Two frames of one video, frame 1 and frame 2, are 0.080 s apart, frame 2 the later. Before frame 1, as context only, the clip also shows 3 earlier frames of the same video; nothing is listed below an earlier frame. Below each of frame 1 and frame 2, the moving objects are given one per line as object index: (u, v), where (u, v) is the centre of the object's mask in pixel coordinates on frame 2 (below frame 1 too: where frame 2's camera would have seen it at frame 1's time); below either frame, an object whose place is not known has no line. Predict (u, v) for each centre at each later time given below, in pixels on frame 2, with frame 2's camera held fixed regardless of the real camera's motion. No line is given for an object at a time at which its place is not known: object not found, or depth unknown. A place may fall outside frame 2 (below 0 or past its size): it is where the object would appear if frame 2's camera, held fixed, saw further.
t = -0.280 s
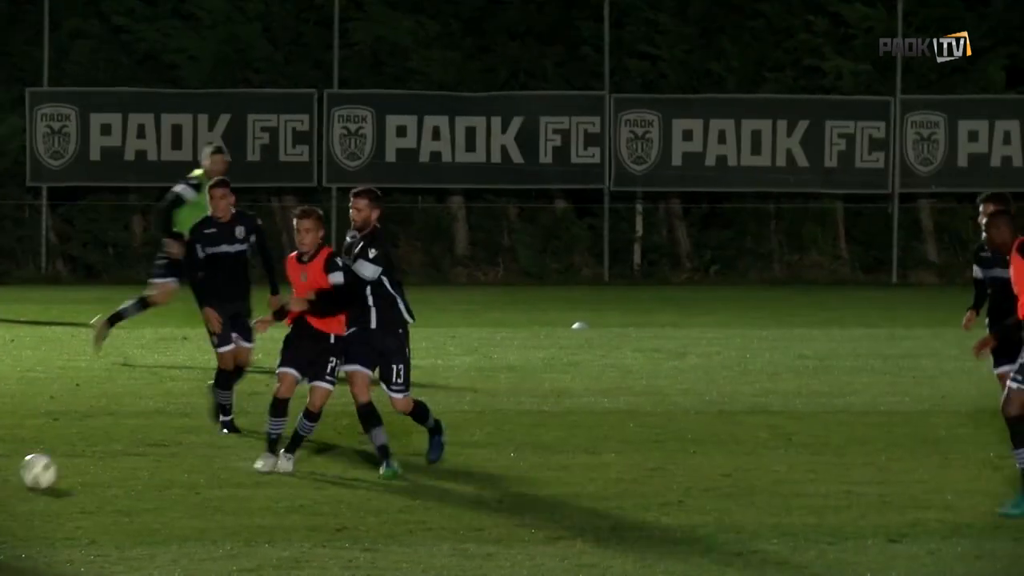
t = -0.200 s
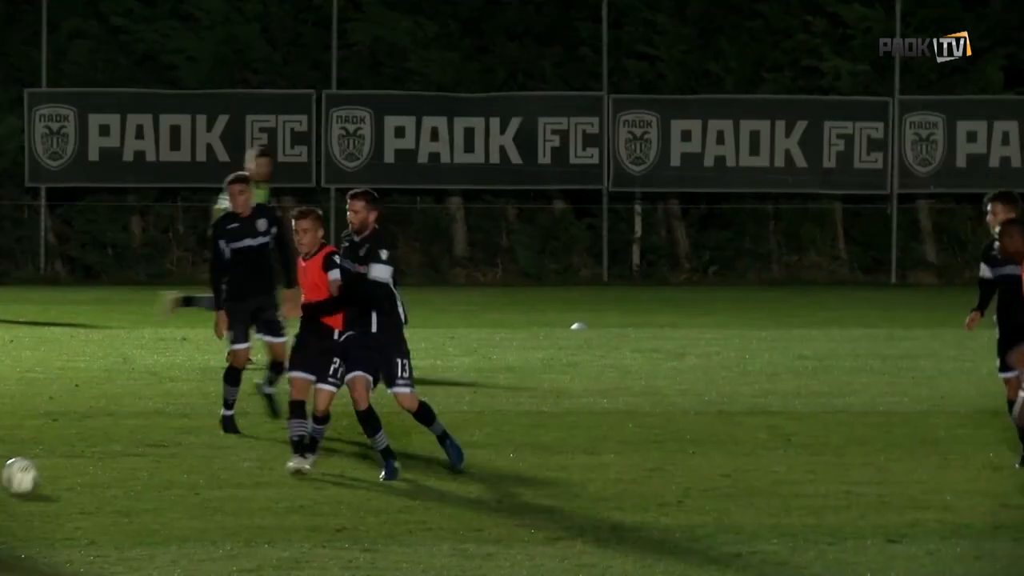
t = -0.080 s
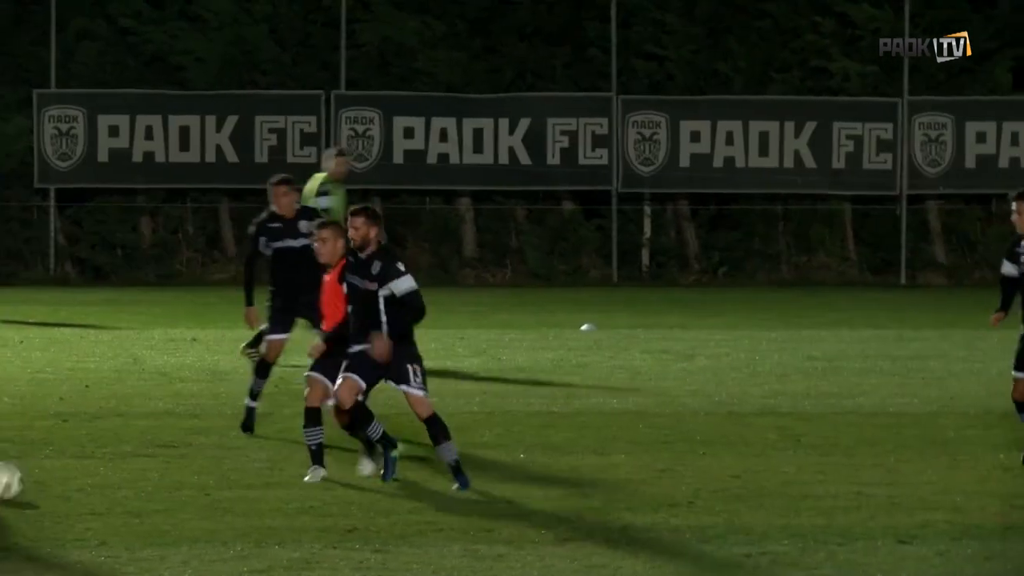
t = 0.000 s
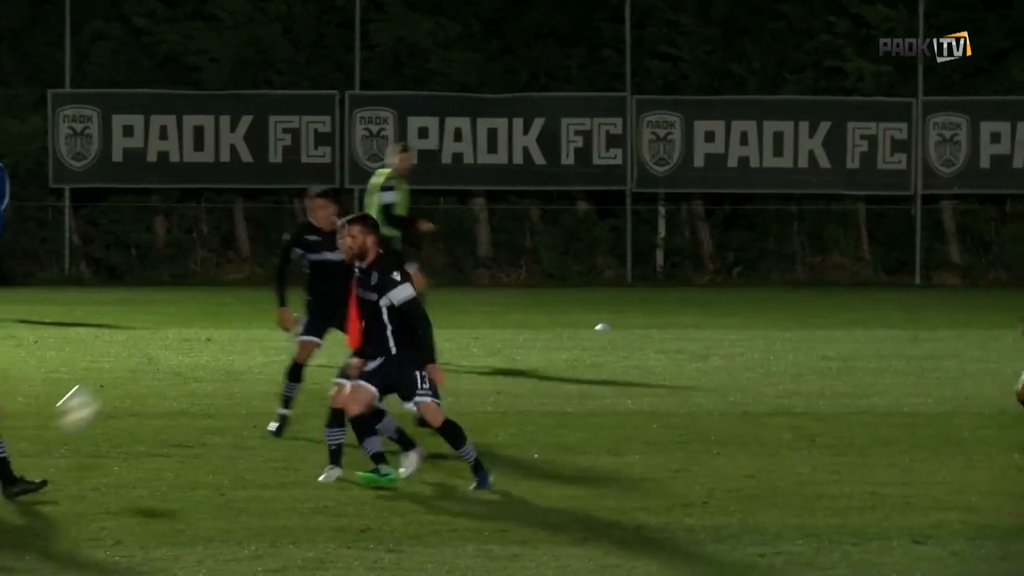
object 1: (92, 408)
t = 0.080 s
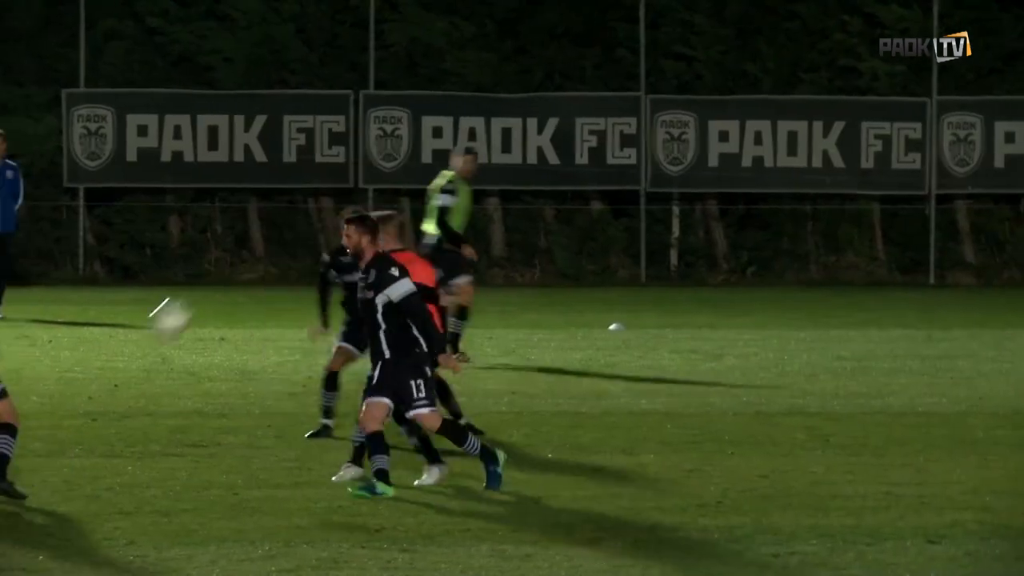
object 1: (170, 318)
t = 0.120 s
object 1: (208, 278)
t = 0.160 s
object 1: (243, 242)
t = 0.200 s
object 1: (276, 208)
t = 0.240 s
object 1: (307, 177)
